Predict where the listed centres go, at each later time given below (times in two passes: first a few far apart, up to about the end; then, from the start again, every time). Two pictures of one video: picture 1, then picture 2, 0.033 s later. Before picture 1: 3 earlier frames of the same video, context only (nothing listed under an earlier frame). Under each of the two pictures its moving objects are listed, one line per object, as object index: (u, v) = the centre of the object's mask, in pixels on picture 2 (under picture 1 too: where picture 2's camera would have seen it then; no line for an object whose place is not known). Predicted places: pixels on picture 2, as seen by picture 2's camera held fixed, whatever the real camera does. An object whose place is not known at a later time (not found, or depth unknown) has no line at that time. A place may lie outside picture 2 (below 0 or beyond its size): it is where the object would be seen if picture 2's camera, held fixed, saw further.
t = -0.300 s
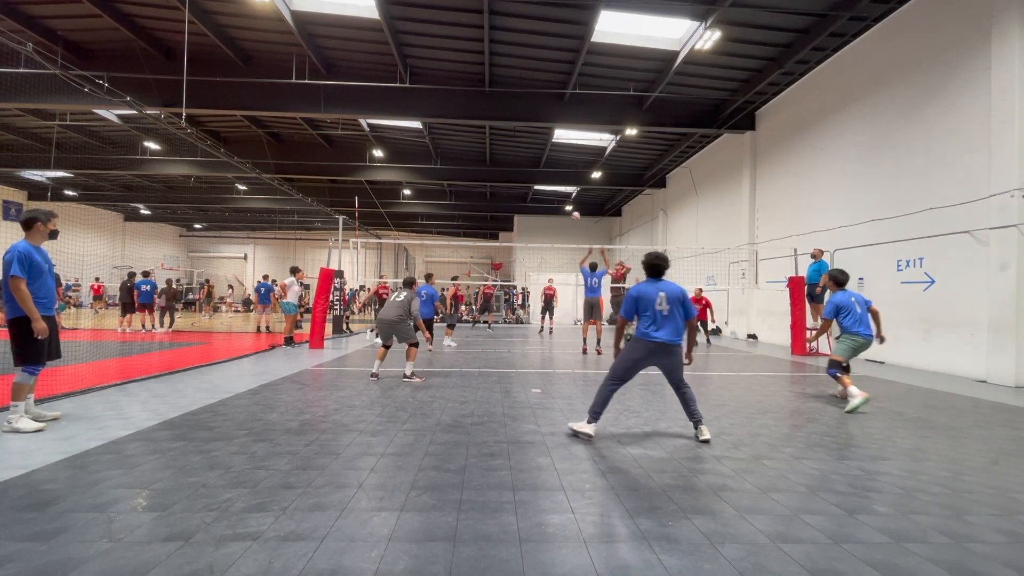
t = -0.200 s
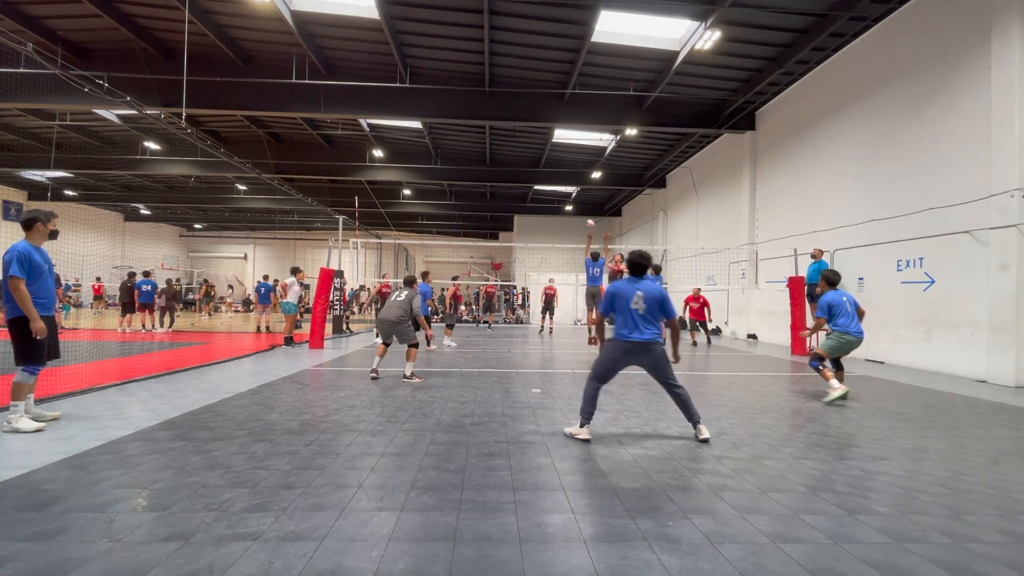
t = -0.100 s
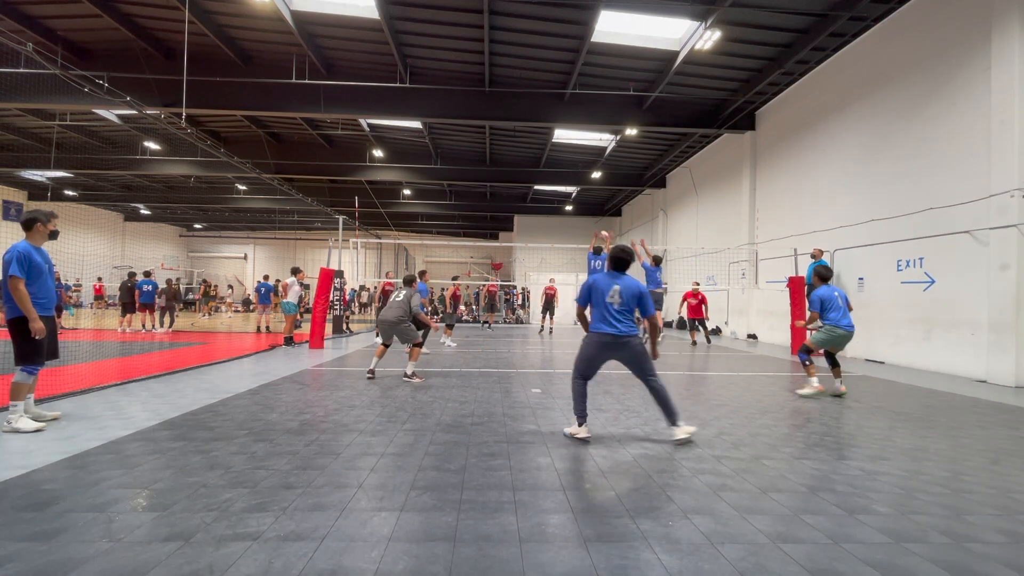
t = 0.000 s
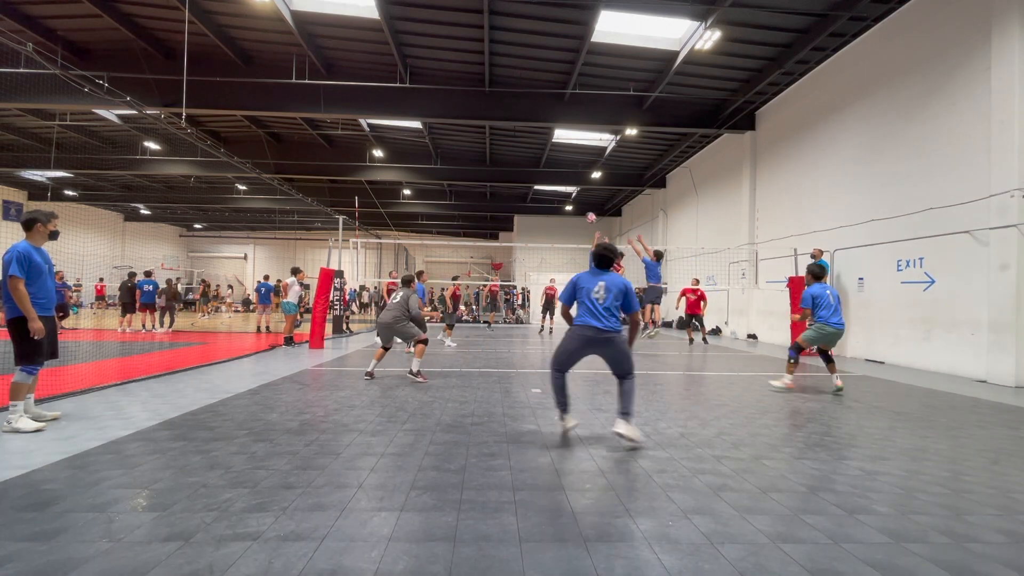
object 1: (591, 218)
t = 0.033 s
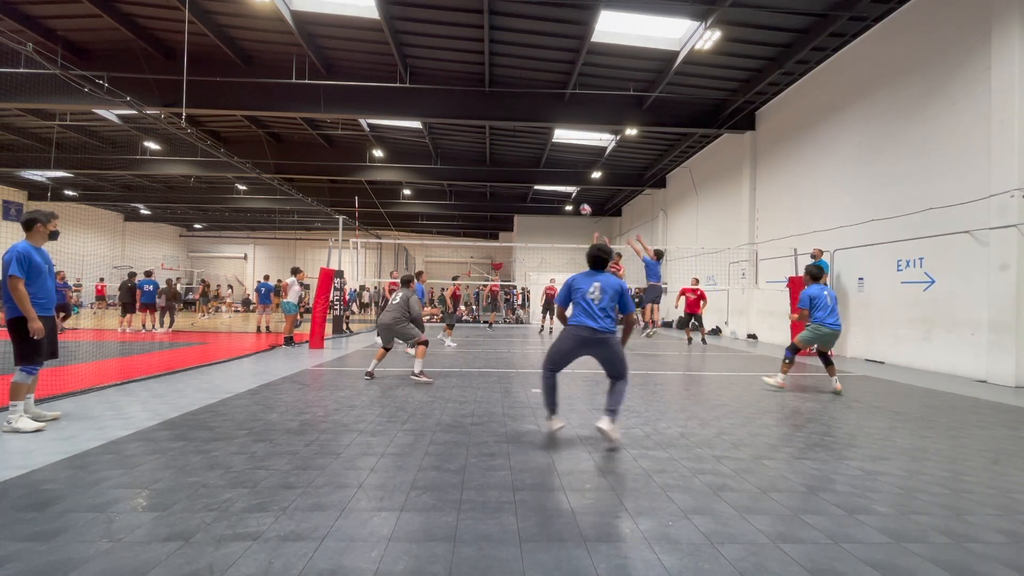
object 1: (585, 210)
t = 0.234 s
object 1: (545, 162)
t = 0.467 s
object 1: (469, 118)
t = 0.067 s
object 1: (579, 201)
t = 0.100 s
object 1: (574, 194)
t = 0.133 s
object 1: (566, 184)
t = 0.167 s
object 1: (560, 177)
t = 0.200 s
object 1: (553, 170)
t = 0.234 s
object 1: (545, 162)
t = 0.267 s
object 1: (536, 155)
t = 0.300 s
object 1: (527, 148)
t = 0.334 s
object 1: (517, 141)
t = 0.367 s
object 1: (507, 135)
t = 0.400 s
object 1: (495, 129)
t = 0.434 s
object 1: (483, 123)
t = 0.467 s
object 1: (469, 118)
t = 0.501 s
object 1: (454, 113)
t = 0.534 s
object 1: (437, 110)
